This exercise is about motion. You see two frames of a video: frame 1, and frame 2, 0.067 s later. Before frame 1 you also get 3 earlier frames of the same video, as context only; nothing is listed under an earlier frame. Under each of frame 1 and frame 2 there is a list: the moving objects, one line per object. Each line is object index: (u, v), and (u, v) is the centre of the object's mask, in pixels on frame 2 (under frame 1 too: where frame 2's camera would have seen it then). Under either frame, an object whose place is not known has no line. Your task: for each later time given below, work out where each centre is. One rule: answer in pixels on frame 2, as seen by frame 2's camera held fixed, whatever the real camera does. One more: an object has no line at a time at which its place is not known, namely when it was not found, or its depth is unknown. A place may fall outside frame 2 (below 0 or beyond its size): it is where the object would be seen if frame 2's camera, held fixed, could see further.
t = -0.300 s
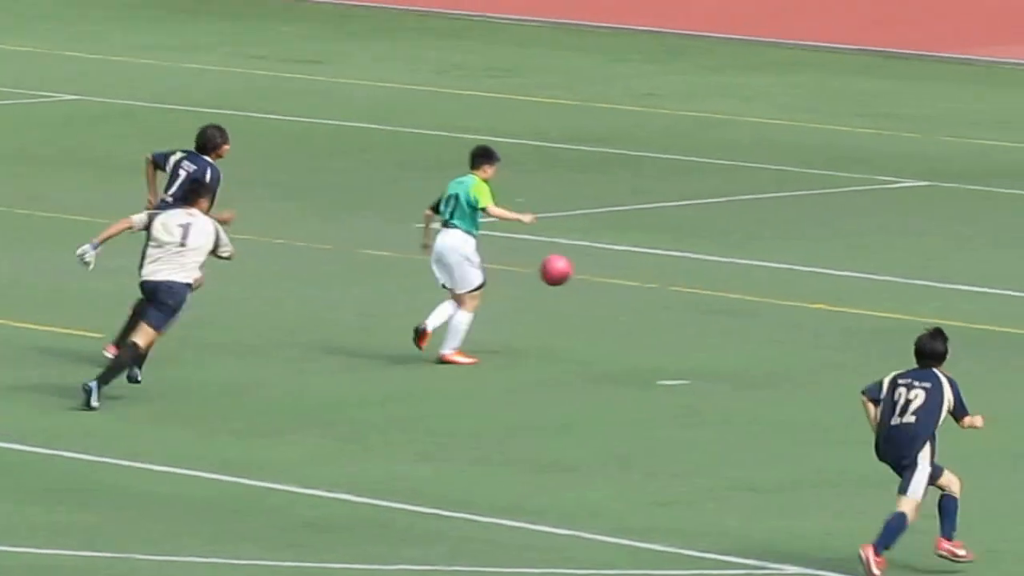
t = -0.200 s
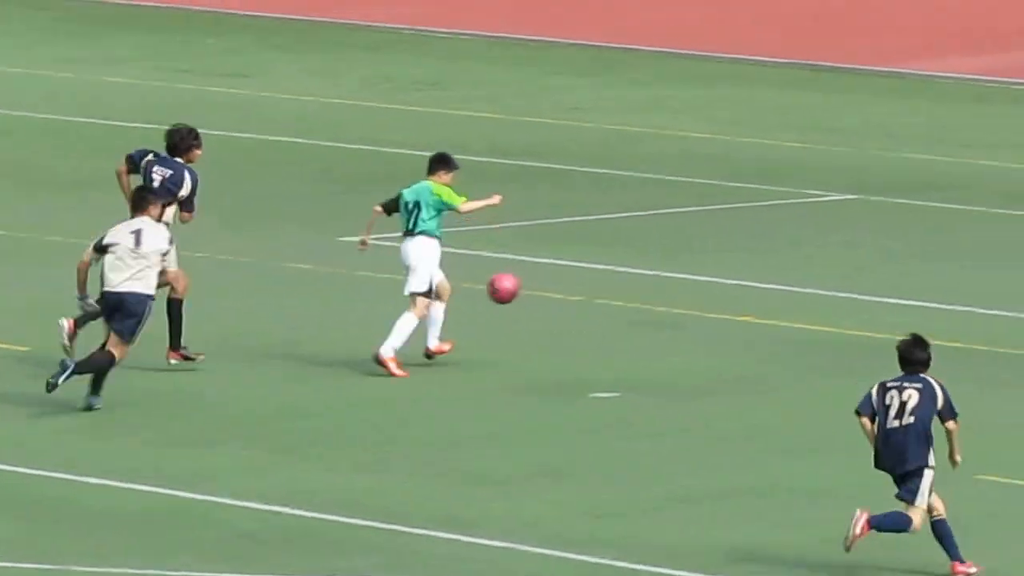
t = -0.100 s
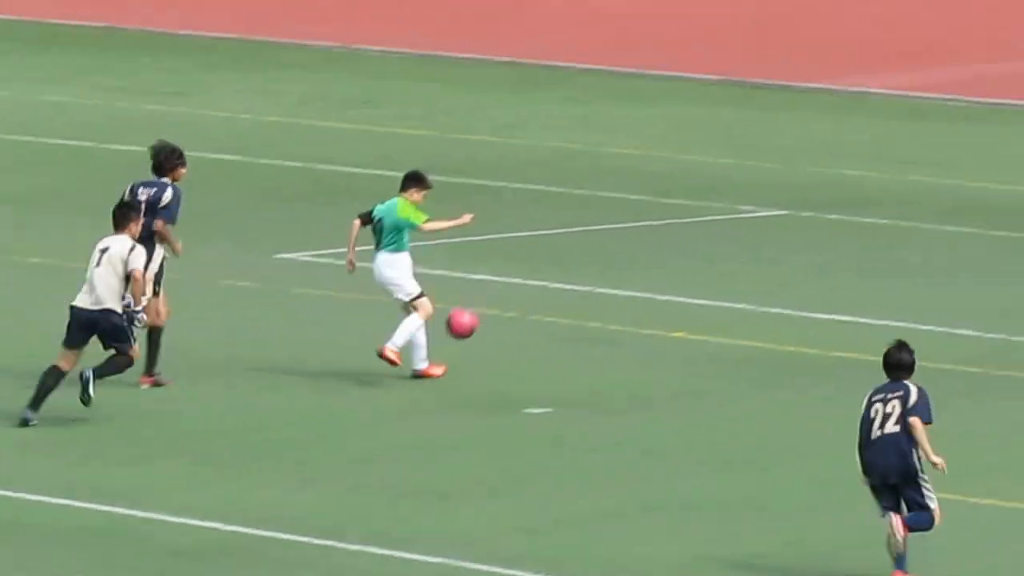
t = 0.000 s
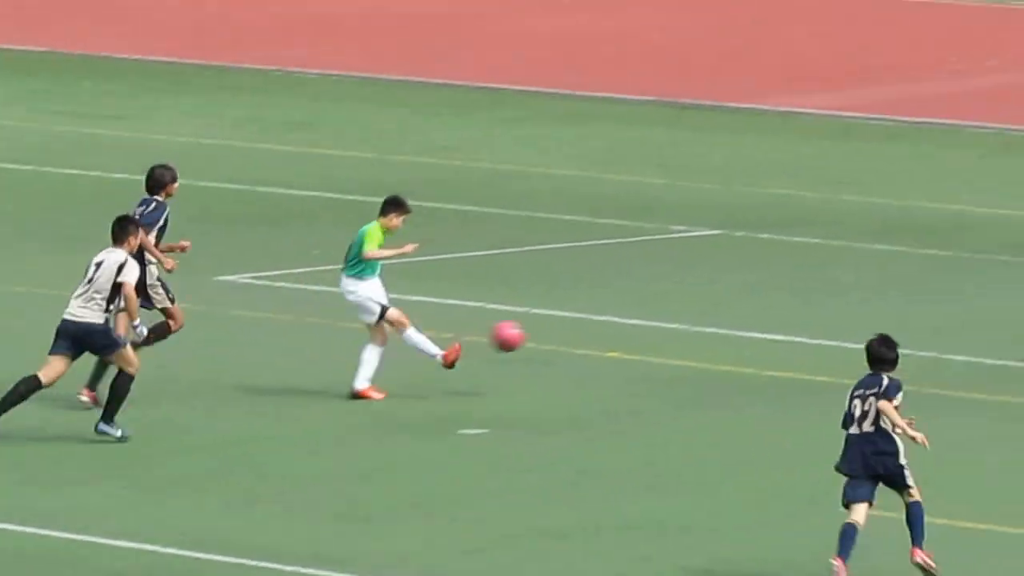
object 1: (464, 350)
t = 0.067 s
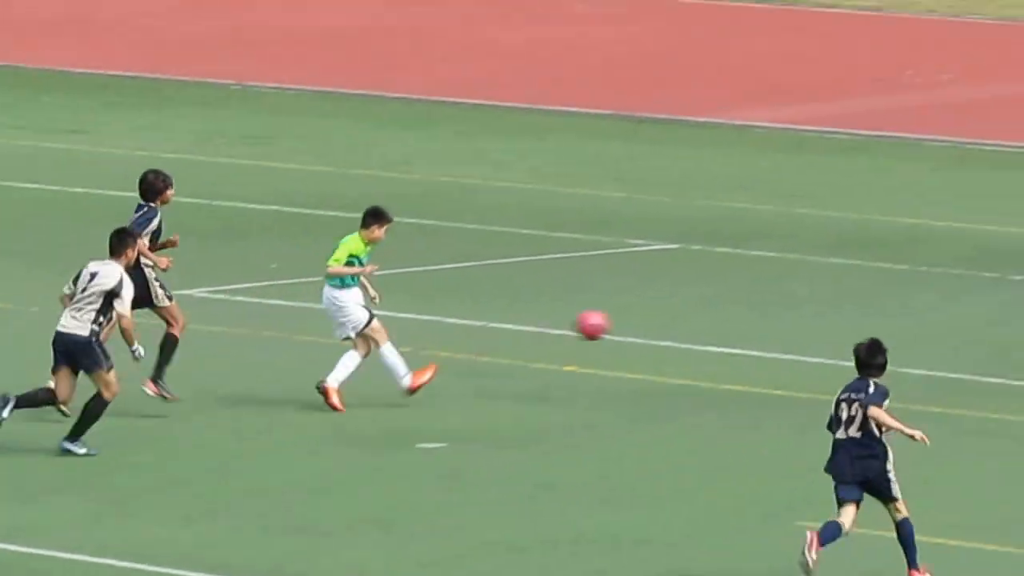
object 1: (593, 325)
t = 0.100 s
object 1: (654, 316)
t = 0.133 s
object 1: (715, 308)
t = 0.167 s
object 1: (774, 302)
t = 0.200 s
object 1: (835, 297)
